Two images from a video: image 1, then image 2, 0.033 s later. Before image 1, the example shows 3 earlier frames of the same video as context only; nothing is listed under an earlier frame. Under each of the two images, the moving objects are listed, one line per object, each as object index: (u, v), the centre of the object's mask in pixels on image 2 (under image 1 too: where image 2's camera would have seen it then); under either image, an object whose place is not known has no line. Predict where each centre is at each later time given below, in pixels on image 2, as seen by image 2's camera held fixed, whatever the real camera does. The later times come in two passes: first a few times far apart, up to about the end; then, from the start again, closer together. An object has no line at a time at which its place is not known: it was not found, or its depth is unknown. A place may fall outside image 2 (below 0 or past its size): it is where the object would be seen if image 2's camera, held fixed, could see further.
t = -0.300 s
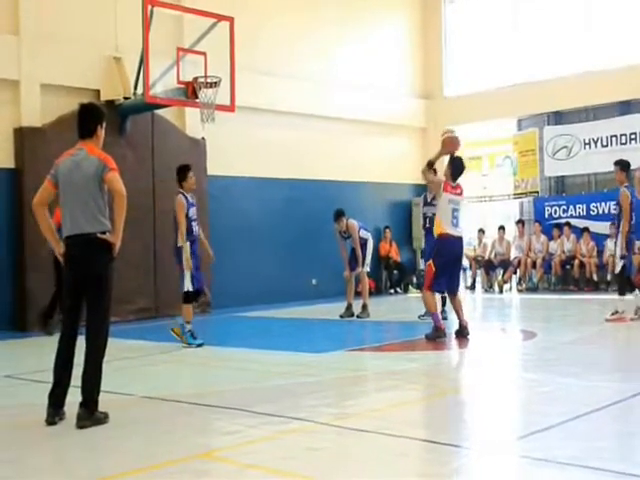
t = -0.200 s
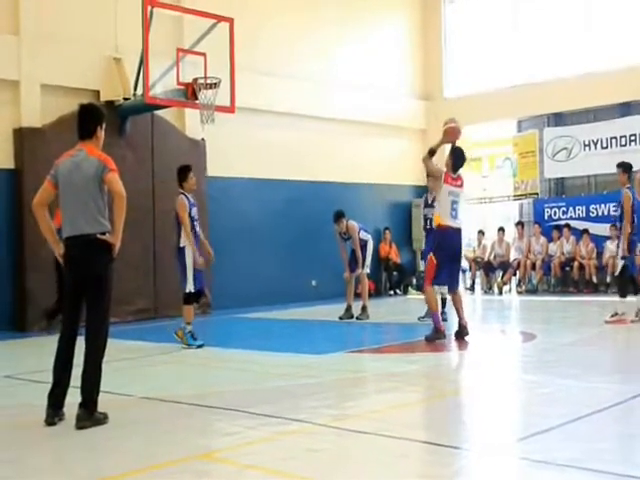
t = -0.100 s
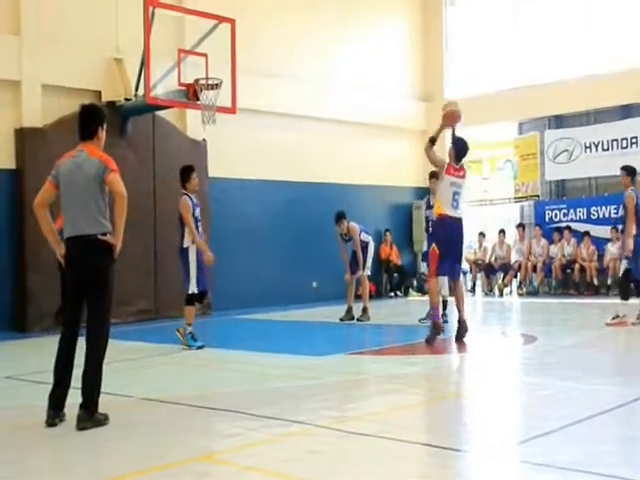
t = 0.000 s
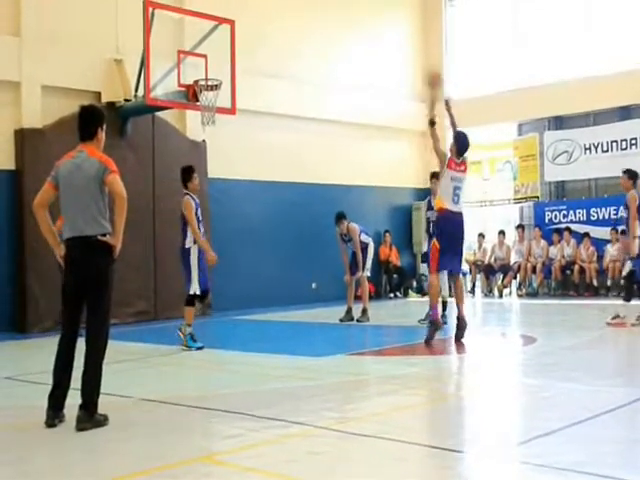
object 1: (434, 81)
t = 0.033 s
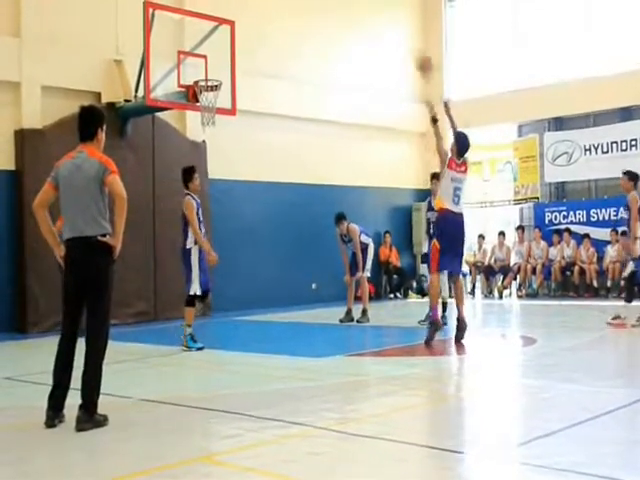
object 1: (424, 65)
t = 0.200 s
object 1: (377, 7)
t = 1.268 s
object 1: (212, 118)
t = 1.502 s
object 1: (205, 182)
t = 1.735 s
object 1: (199, 285)
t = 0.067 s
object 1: (415, 49)
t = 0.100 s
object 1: (405, 36)
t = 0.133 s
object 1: (395, 23)
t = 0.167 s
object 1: (386, 11)
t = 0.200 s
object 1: (377, 7)
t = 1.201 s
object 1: (212, 109)
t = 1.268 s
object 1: (212, 118)
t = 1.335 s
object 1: (209, 131)
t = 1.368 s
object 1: (208, 140)
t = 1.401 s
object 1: (208, 148)
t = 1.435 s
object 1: (208, 159)
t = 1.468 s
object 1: (206, 169)
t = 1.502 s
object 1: (205, 182)
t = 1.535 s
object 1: (204, 193)
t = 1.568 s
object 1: (203, 206)
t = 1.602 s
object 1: (202, 220)
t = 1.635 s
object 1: (202, 235)
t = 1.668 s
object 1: (201, 251)
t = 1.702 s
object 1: (200, 268)
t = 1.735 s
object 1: (199, 285)
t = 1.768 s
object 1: (200, 304)
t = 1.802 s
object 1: (199, 318)
